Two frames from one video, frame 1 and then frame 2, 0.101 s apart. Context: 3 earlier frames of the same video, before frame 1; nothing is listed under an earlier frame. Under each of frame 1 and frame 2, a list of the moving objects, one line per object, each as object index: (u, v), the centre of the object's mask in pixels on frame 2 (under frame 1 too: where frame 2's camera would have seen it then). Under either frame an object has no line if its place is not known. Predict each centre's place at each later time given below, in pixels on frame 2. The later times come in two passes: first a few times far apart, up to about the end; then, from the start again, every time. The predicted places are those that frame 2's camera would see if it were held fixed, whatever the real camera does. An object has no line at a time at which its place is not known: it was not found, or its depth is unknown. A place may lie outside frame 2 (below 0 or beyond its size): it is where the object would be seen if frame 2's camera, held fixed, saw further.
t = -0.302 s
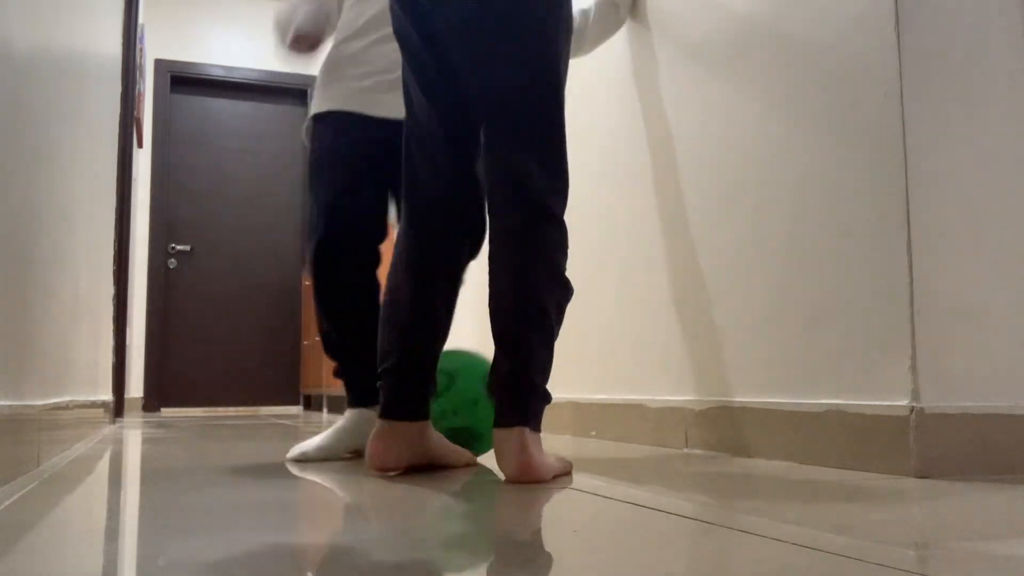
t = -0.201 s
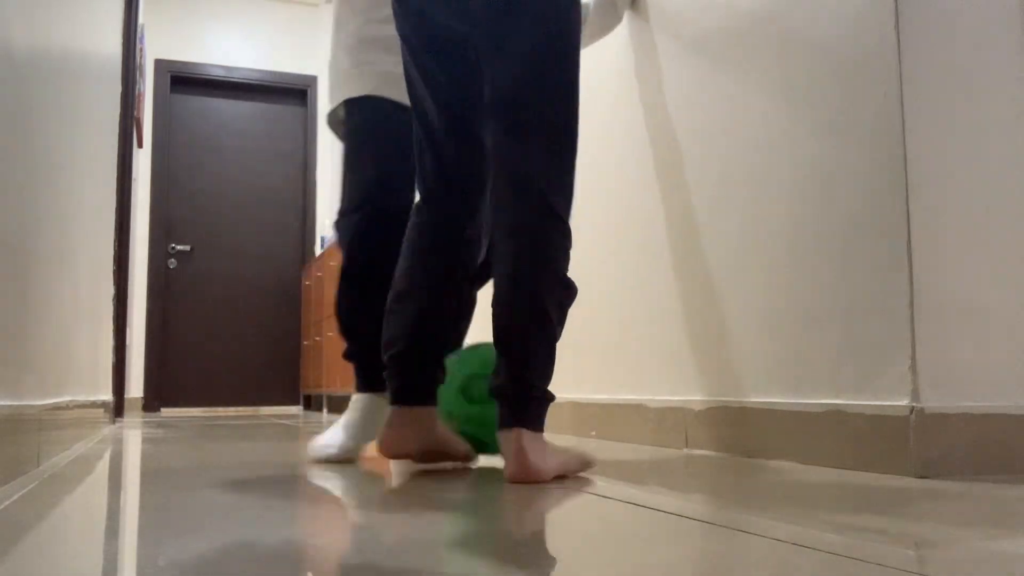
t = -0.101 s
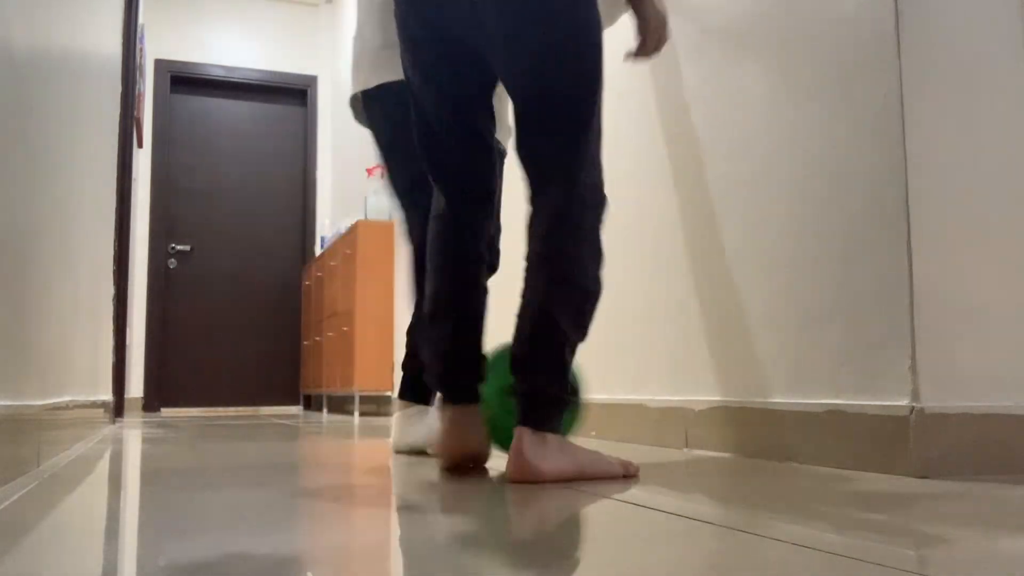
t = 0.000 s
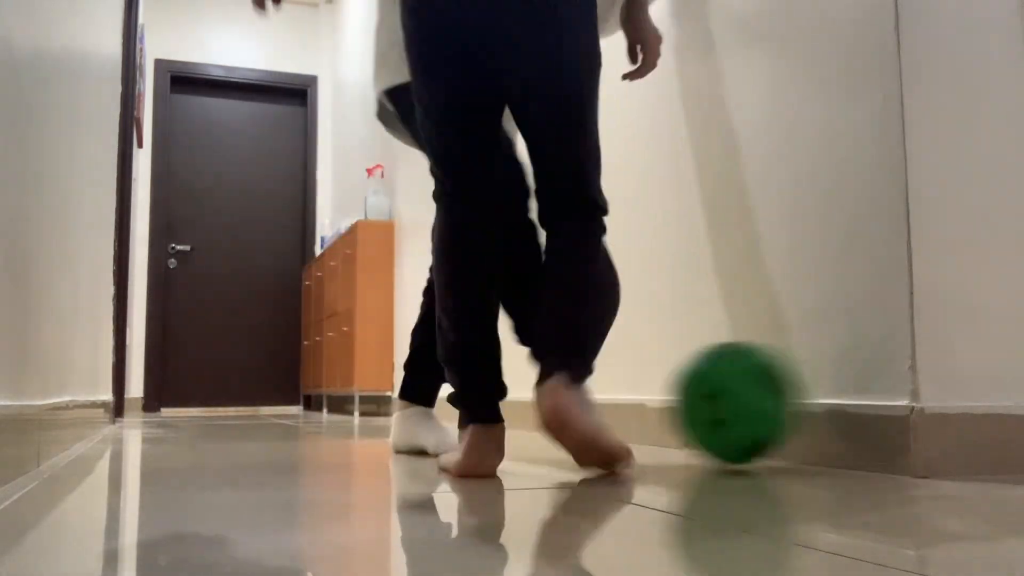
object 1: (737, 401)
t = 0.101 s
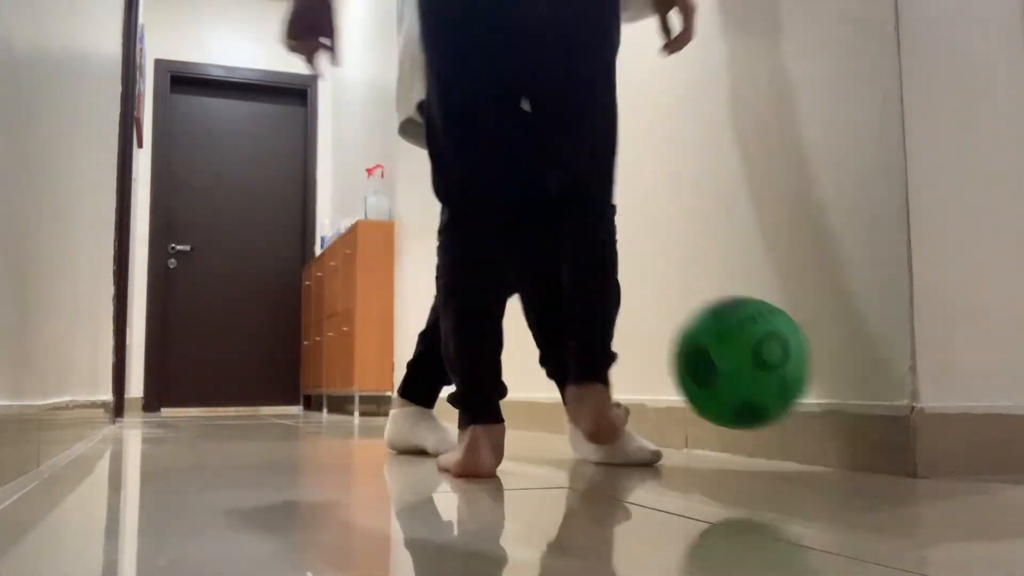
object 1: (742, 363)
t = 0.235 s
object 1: (610, 377)
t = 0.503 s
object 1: (402, 403)
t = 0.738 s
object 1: (153, 424)
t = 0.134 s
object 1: (712, 354)
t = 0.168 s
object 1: (678, 354)
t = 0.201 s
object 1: (643, 362)
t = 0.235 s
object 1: (610, 377)
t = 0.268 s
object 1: (567, 403)
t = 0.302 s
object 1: (539, 404)
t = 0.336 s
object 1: (519, 382)
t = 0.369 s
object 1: (498, 367)
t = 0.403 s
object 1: (476, 362)
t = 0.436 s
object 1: (452, 365)
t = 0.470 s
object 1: (428, 379)
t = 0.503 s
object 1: (402, 403)
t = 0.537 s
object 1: (369, 413)
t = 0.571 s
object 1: (338, 389)
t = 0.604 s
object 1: (306, 375)
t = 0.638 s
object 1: (274, 371)
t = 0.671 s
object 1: (241, 379)
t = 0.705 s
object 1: (203, 398)
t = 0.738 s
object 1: (153, 424)
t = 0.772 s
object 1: (112, 399)
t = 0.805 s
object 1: (89, 386)
